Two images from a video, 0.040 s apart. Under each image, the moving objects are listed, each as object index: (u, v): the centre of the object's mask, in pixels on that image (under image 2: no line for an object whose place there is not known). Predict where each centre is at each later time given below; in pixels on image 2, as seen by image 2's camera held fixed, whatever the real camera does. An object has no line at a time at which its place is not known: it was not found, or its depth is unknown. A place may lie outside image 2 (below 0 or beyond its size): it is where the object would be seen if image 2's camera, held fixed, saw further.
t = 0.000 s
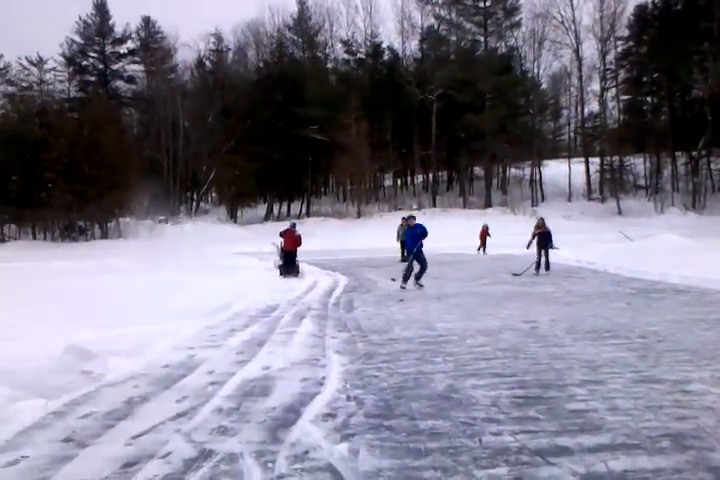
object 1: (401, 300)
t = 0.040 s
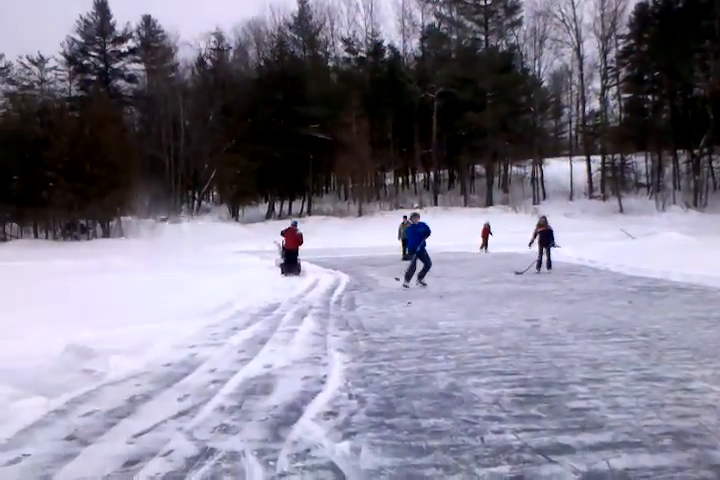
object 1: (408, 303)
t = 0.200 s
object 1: (439, 323)
